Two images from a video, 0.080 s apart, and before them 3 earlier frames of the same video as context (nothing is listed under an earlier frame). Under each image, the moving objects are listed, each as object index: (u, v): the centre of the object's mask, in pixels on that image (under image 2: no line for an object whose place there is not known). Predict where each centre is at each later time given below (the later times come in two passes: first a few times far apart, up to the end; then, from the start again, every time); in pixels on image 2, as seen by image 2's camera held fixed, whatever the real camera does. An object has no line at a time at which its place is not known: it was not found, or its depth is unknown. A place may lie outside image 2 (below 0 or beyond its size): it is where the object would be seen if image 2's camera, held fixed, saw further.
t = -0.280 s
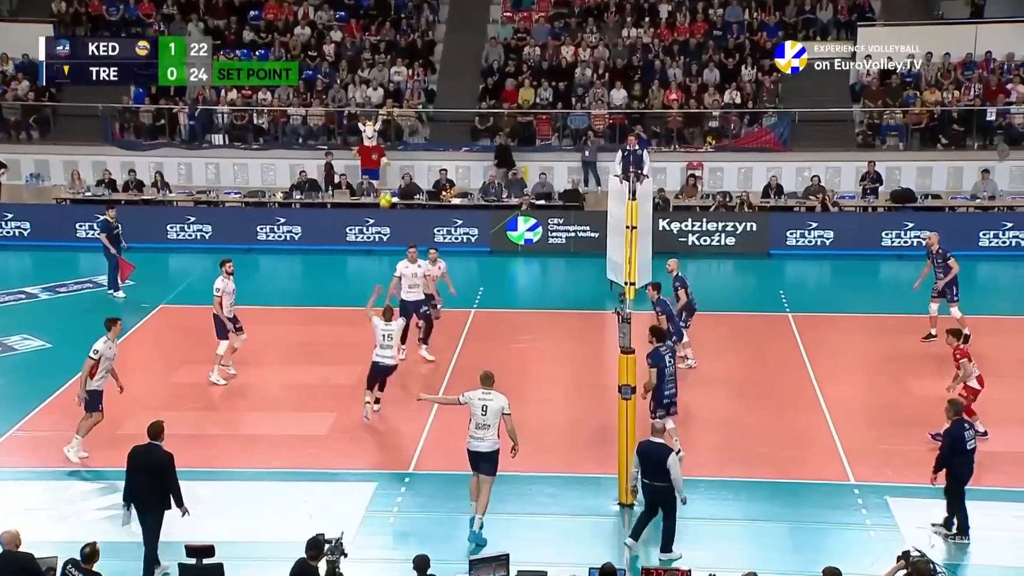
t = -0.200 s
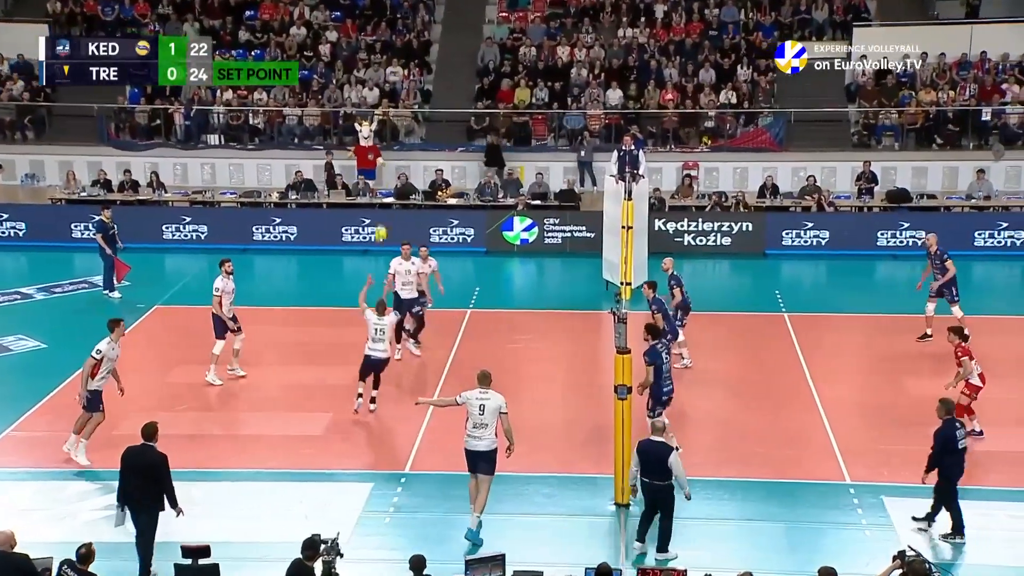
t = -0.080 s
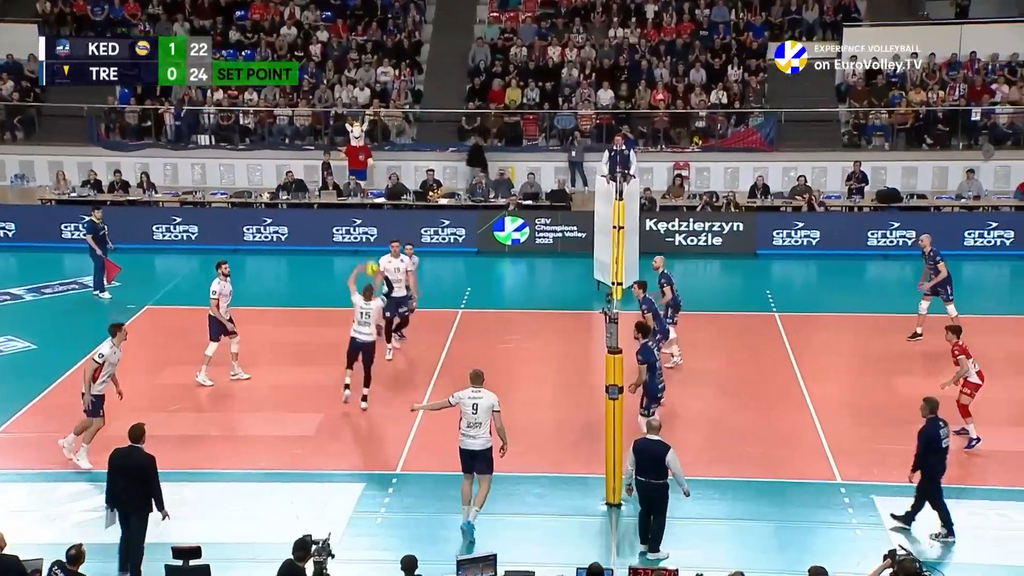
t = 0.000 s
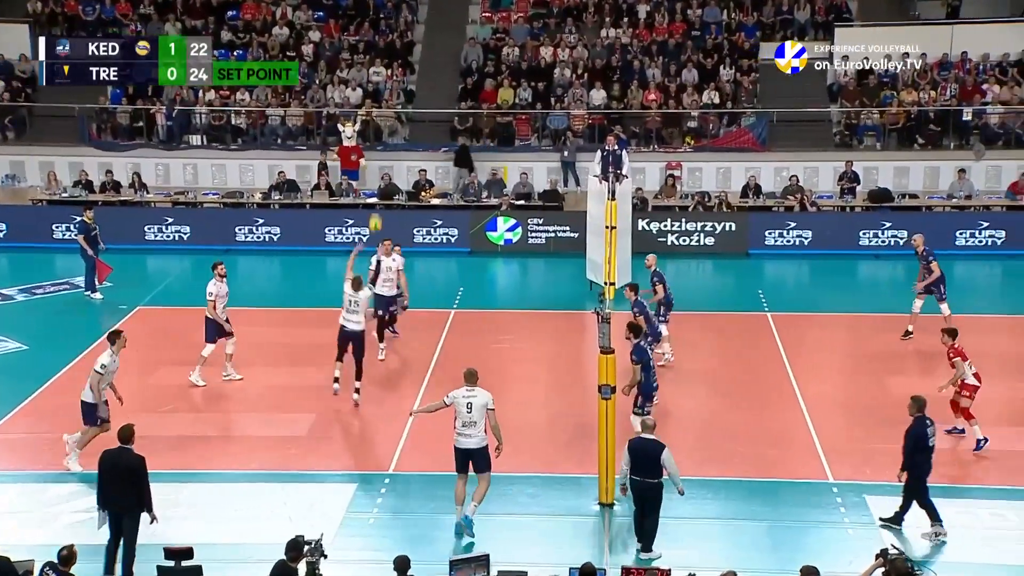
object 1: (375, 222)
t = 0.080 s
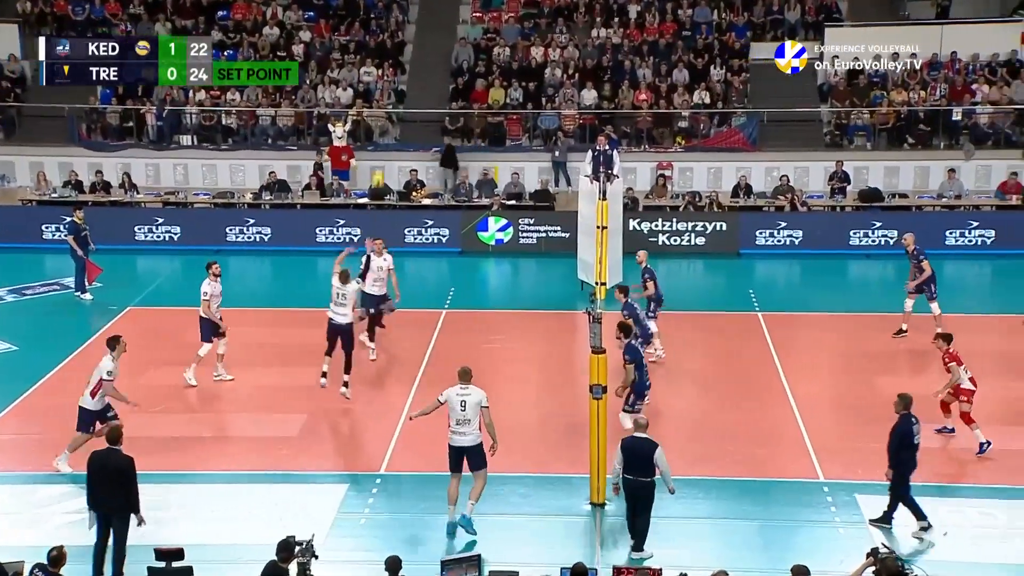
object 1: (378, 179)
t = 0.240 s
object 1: (398, 104)
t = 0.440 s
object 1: (420, 42)
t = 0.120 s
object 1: (384, 156)
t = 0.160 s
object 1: (388, 138)
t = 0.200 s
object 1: (394, 121)
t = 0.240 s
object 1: (398, 104)
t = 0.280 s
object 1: (403, 90)
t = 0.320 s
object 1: (408, 76)
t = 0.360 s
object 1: (412, 63)
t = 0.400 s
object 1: (416, 52)
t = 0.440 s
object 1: (420, 42)
